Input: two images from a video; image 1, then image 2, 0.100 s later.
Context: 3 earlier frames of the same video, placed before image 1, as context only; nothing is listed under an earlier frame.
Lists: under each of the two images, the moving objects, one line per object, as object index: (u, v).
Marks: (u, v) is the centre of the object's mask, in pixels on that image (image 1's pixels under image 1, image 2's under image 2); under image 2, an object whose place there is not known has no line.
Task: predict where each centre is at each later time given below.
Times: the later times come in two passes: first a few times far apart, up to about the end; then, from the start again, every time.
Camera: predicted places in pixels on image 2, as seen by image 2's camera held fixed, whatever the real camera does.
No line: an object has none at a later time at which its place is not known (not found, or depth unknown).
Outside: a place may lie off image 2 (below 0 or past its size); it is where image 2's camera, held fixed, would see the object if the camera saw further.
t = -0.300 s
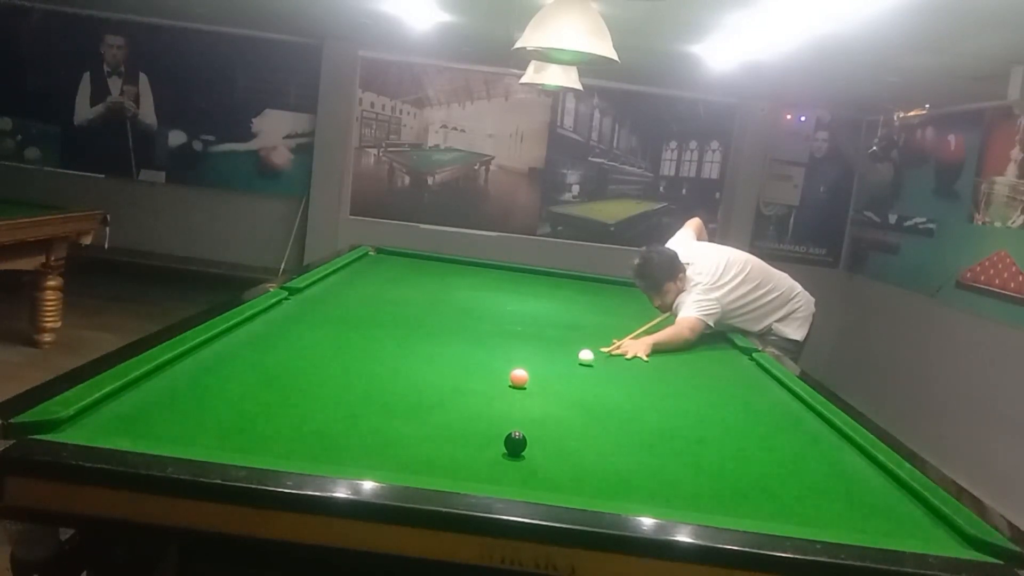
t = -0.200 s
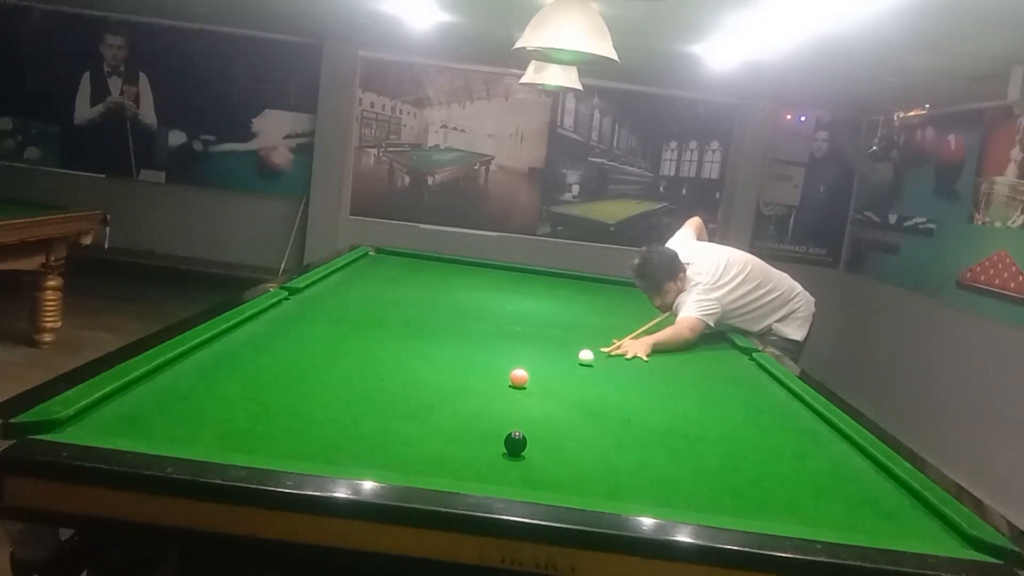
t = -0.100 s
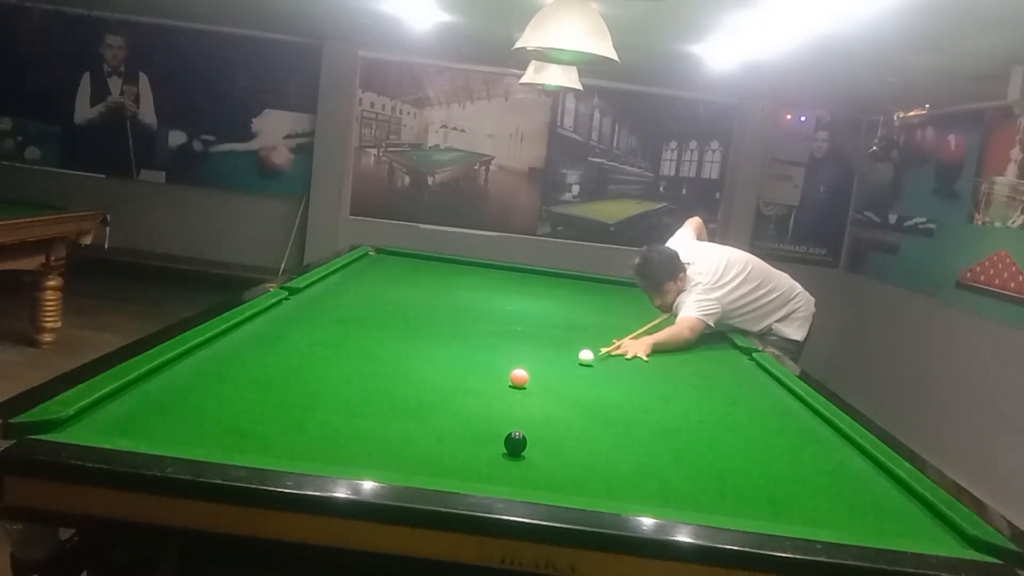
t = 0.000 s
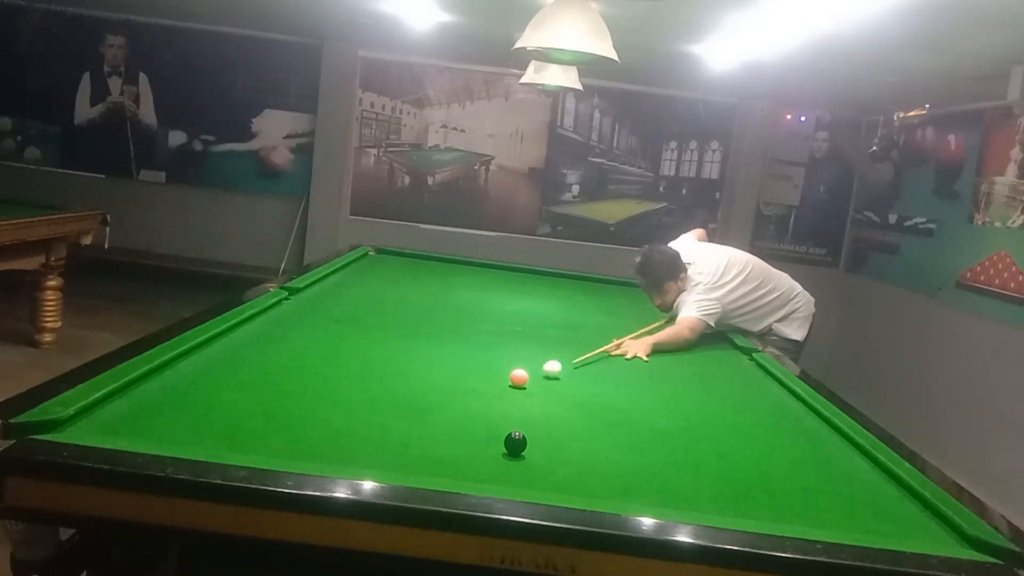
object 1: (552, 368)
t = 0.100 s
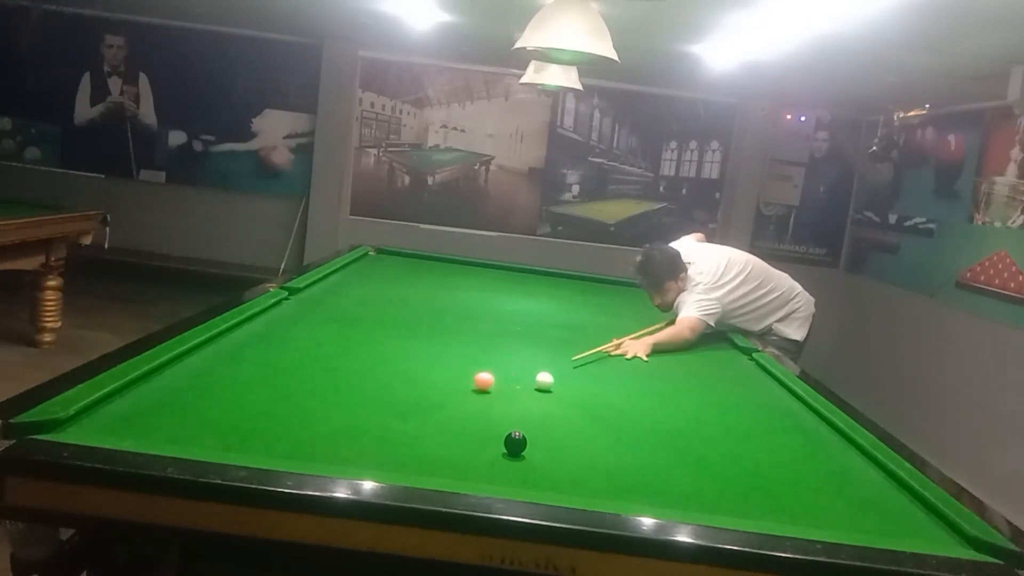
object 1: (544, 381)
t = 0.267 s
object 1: (575, 392)
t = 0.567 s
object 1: (628, 411)
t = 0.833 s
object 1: (671, 426)
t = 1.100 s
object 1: (706, 440)
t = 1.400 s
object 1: (734, 450)
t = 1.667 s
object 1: (749, 456)
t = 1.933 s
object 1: (754, 458)
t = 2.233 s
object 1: (754, 458)
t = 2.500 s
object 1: (754, 458)
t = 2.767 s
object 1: (754, 458)
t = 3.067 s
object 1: (754, 458)
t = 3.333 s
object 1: (754, 458)
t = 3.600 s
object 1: (753, 458)
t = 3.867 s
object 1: (753, 458)
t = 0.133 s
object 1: (550, 383)
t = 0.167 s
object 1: (557, 385)
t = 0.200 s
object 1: (563, 387)
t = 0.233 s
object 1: (569, 389)
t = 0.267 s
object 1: (575, 392)
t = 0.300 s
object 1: (581, 394)
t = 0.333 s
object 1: (587, 396)
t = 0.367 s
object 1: (593, 398)
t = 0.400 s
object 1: (599, 401)
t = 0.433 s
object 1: (605, 403)
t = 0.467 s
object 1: (611, 405)
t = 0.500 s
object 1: (616, 407)
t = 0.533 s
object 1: (622, 409)
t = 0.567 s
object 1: (628, 411)
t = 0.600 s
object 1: (633, 413)
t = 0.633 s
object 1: (639, 415)
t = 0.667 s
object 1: (644, 417)
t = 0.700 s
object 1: (650, 419)
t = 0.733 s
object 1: (655, 421)
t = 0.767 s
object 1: (660, 423)
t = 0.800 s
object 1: (666, 424)
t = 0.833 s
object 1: (671, 426)
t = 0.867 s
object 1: (676, 428)
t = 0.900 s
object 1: (681, 430)
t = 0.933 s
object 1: (685, 431)
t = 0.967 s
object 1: (689, 433)
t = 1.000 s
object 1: (694, 435)
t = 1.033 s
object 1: (698, 437)
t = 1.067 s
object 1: (702, 438)
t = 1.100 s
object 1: (706, 440)
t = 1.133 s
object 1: (708, 440)
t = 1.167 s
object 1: (712, 442)
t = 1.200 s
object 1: (715, 443)
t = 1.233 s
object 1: (719, 445)
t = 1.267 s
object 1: (722, 446)
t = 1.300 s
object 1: (726, 447)
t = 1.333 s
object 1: (729, 448)
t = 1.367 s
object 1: (731, 449)
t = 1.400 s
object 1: (734, 450)
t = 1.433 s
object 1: (737, 451)
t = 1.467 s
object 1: (739, 452)
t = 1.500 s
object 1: (741, 453)
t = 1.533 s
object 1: (743, 454)
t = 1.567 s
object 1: (745, 455)
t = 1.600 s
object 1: (747, 455)
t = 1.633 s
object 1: (748, 456)
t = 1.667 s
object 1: (749, 456)
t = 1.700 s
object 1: (750, 457)
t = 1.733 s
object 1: (751, 457)
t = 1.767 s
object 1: (752, 458)
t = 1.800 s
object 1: (752, 458)
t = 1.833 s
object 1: (753, 458)
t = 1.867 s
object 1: (753, 458)
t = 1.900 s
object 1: (754, 458)
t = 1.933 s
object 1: (754, 458)
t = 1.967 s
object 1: (754, 458)
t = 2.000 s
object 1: (754, 458)
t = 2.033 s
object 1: (754, 458)
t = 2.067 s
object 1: (754, 458)
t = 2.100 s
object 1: (754, 458)
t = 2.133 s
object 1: (754, 458)
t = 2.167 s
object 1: (754, 458)
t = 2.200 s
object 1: (754, 459)
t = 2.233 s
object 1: (754, 458)
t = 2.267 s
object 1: (754, 458)
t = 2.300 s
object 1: (754, 458)
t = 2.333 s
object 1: (754, 458)
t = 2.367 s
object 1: (754, 458)
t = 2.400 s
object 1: (754, 458)
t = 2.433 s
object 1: (754, 458)
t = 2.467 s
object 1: (754, 458)
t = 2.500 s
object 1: (754, 458)
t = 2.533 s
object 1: (754, 458)
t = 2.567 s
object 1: (754, 458)
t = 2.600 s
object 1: (754, 459)
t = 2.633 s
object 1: (754, 458)
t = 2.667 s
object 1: (753, 458)
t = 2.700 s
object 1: (754, 458)
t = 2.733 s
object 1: (754, 459)
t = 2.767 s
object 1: (754, 458)
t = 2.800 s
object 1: (754, 458)
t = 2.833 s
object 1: (754, 458)
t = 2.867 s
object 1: (754, 458)
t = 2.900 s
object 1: (754, 458)
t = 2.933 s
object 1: (754, 458)
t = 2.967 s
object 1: (754, 458)
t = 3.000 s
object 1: (754, 458)
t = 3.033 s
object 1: (754, 458)
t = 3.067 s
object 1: (754, 458)
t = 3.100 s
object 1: (754, 458)
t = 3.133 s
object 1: (754, 458)
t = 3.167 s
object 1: (754, 458)
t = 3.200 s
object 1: (754, 458)
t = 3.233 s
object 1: (754, 458)
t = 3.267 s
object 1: (754, 458)
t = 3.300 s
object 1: (754, 458)
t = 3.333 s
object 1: (754, 458)
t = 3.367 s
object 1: (754, 458)
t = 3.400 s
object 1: (754, 458)
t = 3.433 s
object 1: (753, 458)
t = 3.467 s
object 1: (753, 458)
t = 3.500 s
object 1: (753, 458)
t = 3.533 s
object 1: (753, 458)
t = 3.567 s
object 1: (753, 458)
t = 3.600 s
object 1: (753, 458)
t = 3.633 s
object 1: (753, 458)
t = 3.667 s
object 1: (753, 458)
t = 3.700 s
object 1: (753, 458)
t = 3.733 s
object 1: (753, 458)
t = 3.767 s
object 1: (754, 459)
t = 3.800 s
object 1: (754, 458)
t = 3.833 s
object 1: (754, 458)
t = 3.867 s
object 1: (753, 458)
